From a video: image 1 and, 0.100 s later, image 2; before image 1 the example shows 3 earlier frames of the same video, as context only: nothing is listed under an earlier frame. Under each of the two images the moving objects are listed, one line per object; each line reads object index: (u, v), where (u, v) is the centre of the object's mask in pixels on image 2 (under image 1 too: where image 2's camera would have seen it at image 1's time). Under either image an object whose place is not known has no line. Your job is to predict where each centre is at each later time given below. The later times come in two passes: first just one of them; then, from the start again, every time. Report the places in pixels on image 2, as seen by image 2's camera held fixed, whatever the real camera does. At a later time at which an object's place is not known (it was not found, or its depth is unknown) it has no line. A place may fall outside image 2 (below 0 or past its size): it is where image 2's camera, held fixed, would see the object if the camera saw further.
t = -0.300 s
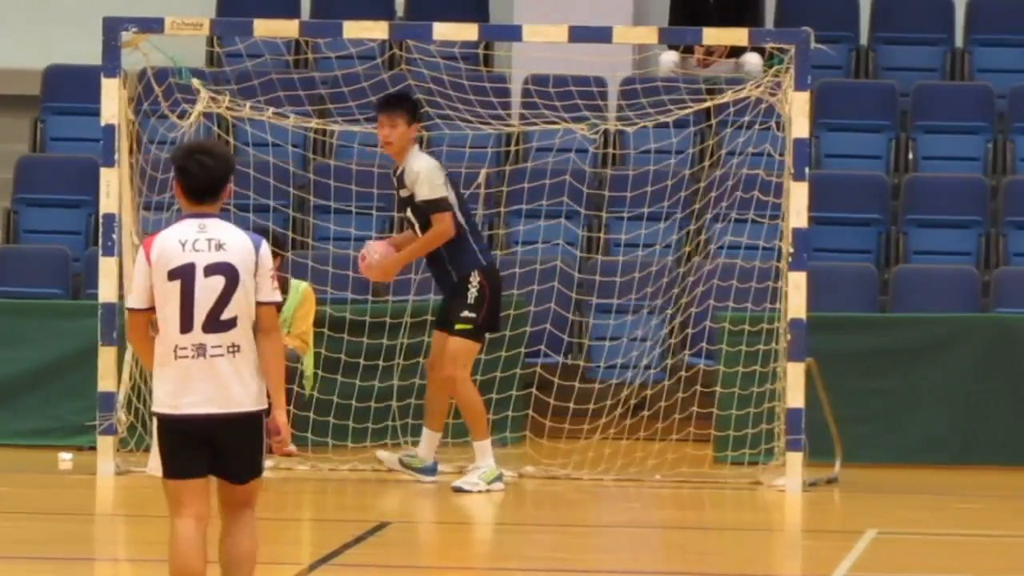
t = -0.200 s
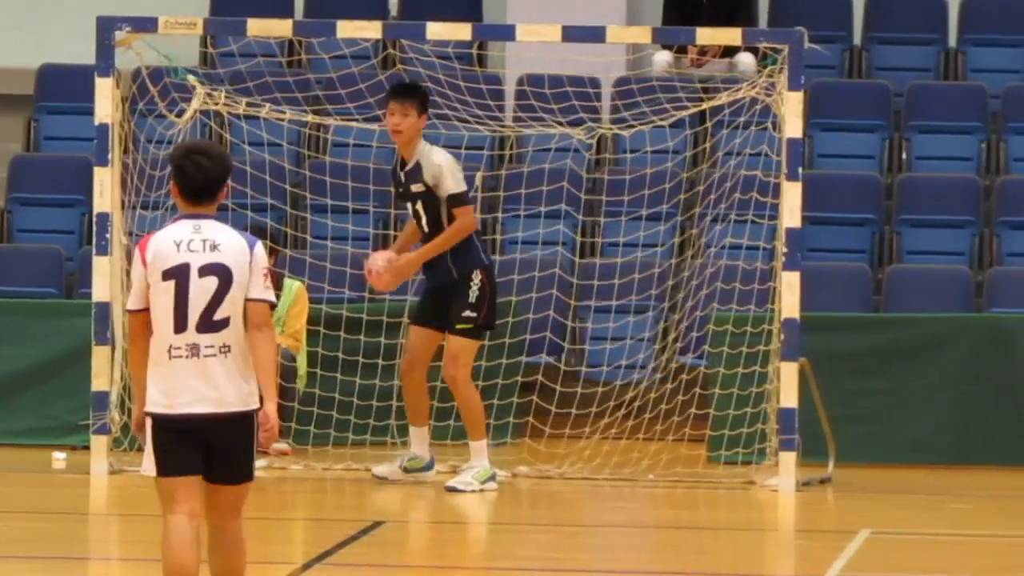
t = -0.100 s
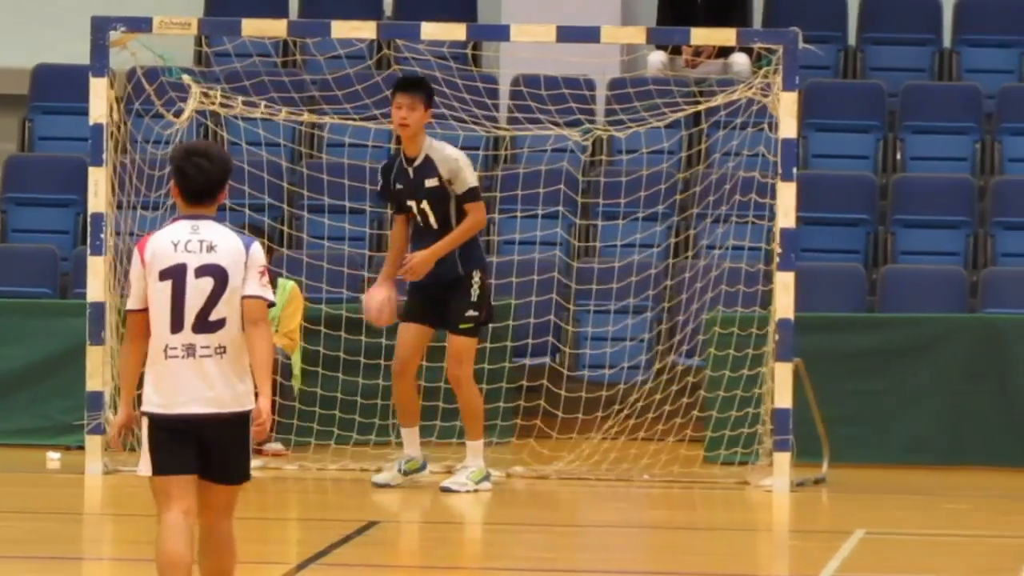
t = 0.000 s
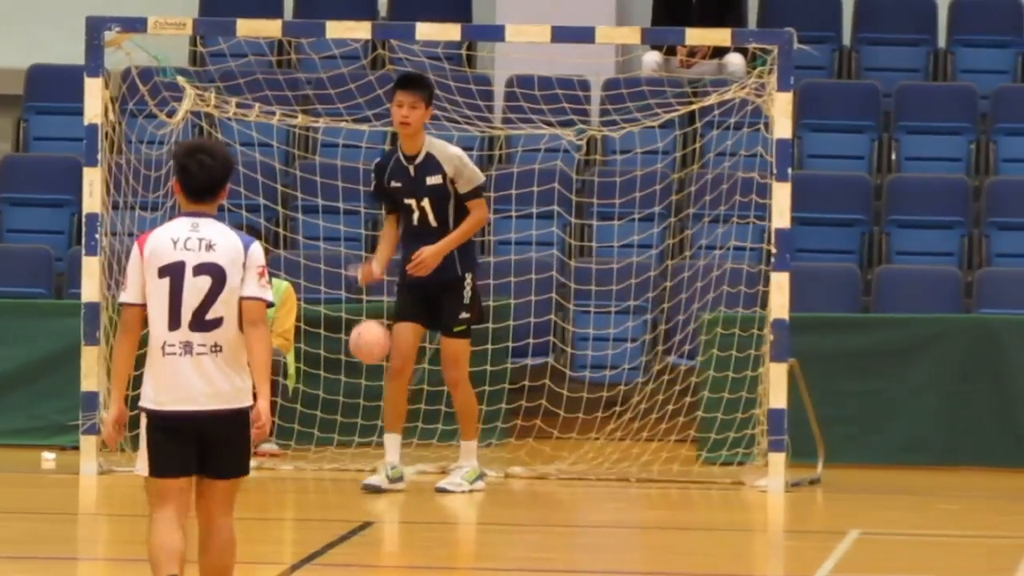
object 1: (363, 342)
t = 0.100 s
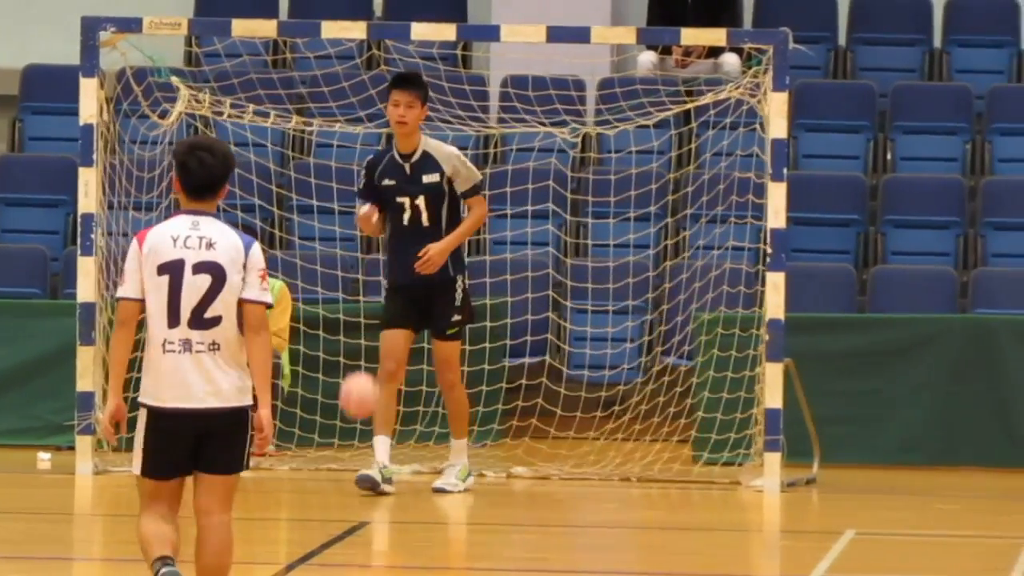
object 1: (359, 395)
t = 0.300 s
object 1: (351, 454)
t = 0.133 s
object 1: (357, 418)
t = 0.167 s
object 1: (356, 444)
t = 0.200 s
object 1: (355, 472)
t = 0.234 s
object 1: (353, 491)
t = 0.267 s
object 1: (353, 469)
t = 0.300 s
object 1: (351, 454)
